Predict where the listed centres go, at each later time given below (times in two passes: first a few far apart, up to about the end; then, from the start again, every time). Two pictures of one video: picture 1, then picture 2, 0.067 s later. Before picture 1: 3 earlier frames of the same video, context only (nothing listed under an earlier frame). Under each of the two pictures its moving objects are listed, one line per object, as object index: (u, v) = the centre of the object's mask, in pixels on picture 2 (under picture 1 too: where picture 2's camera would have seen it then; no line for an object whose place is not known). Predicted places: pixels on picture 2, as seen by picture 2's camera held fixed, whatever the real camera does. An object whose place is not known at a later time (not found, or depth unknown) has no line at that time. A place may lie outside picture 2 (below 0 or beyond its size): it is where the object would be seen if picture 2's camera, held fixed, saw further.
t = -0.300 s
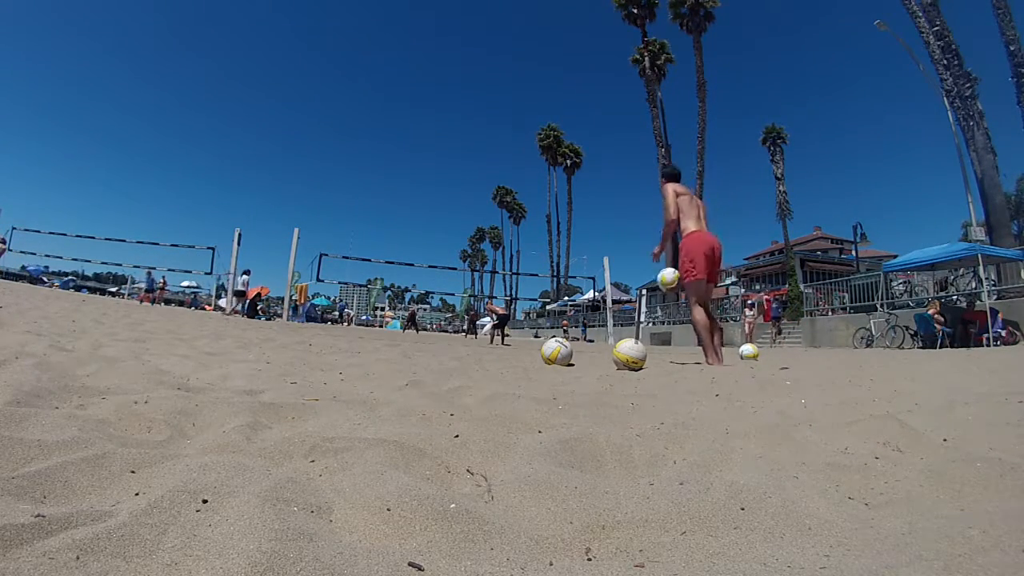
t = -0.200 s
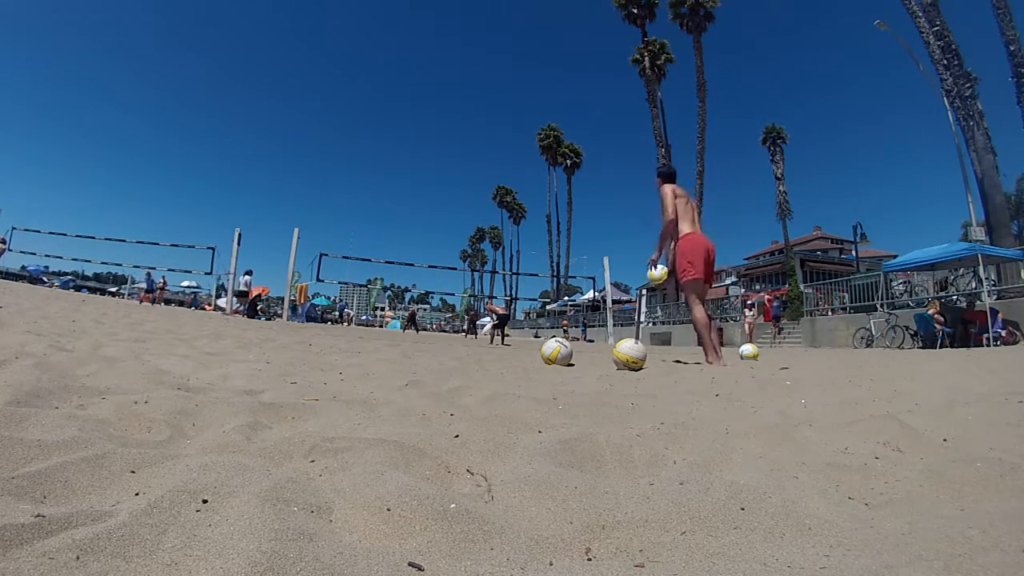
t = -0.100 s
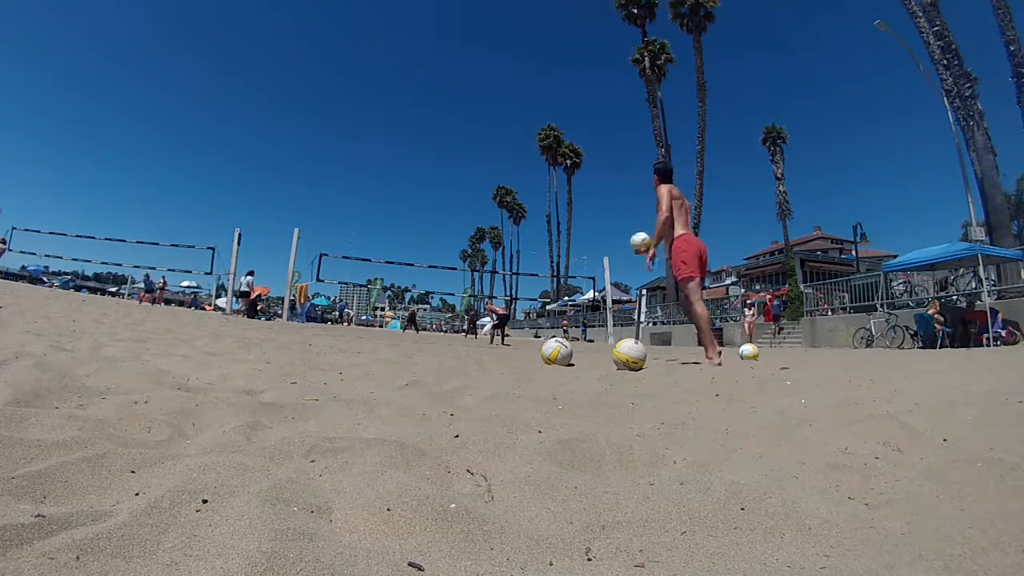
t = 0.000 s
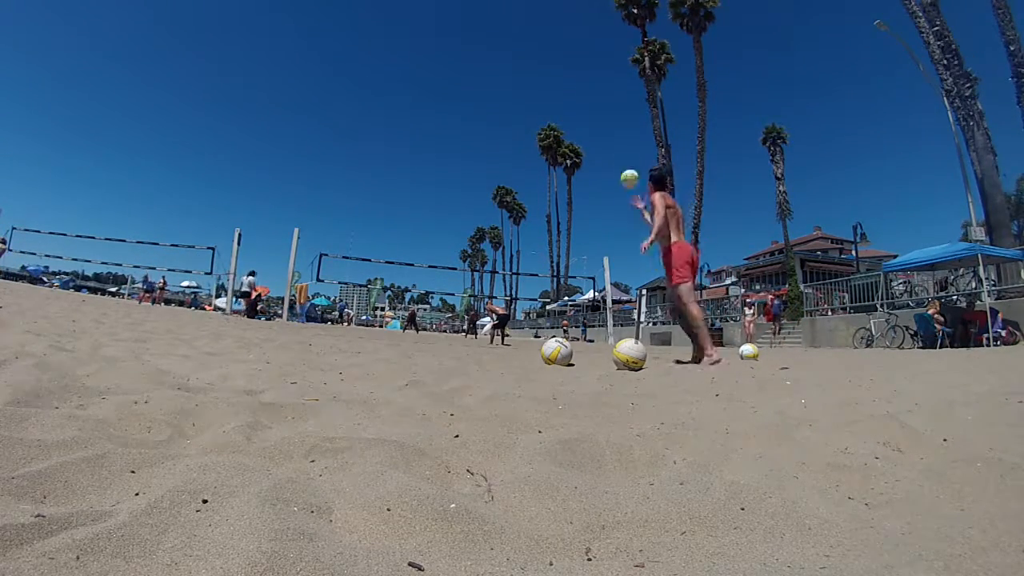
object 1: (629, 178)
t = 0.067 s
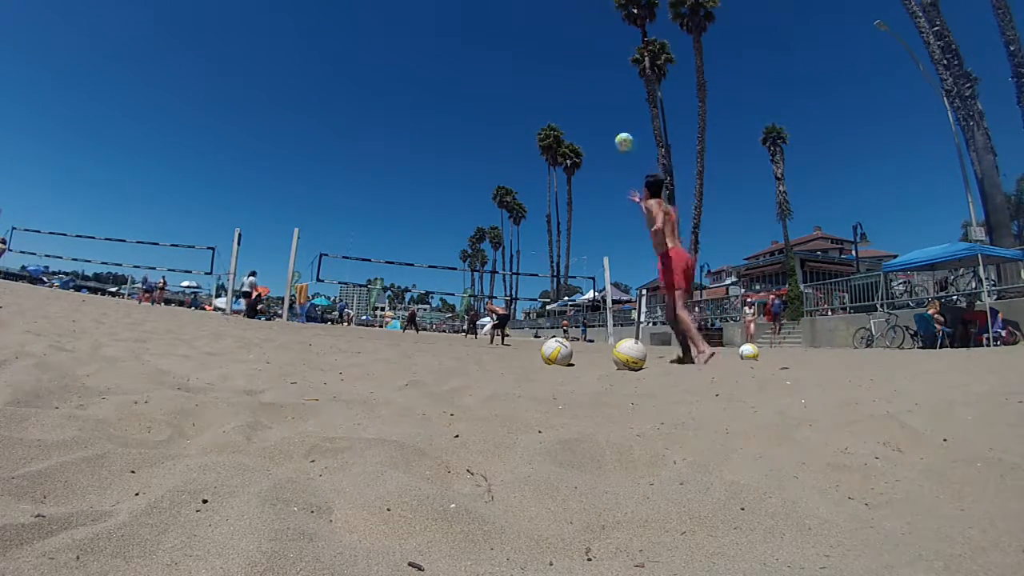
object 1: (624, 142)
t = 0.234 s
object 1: (611, 76)
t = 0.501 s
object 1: (595, 29)
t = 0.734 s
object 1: (584, 21)
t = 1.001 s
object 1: (574, 41)
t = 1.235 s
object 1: (567, 81)
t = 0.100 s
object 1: (621, 125)
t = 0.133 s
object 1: (618, 111)
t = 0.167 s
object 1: (616, 98)
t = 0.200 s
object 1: (613, 86)
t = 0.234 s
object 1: (611, 76)
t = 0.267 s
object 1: (609, 67)
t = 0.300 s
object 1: (606, 59)
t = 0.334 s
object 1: (604, 52)
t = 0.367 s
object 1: (603, 46)
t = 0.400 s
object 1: (601, 40)
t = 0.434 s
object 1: (599, 35)
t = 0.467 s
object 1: (597, 31)
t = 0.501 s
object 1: (595, 29)
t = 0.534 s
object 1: (593, 26)
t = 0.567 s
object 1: (592, 24)
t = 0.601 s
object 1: (590, 23)
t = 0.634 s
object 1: (589, 21)
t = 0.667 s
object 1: (587, 21)
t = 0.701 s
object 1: (585, 21)
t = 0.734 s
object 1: (584, 21)
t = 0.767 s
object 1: (583, 22)
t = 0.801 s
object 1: (581, 24)
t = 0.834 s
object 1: (580, 25)
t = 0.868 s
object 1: (579, 28)
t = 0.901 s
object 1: (578, 30)
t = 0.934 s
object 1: (577, 33)
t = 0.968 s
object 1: (575, 37)
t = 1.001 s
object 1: (574, 41)
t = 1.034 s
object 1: (573, 45)
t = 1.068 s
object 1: (572, 50)
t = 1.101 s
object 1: (571, 56)
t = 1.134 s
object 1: (570, 62)
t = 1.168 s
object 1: (569, 68)
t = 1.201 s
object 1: (568, 75)
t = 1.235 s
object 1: (567, 81)
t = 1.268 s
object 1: (566, 89)
